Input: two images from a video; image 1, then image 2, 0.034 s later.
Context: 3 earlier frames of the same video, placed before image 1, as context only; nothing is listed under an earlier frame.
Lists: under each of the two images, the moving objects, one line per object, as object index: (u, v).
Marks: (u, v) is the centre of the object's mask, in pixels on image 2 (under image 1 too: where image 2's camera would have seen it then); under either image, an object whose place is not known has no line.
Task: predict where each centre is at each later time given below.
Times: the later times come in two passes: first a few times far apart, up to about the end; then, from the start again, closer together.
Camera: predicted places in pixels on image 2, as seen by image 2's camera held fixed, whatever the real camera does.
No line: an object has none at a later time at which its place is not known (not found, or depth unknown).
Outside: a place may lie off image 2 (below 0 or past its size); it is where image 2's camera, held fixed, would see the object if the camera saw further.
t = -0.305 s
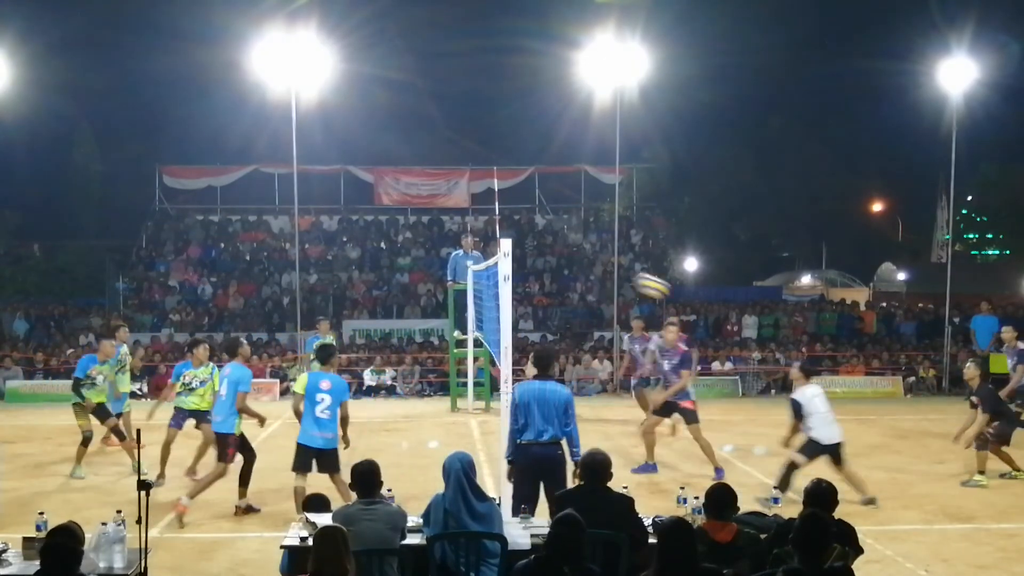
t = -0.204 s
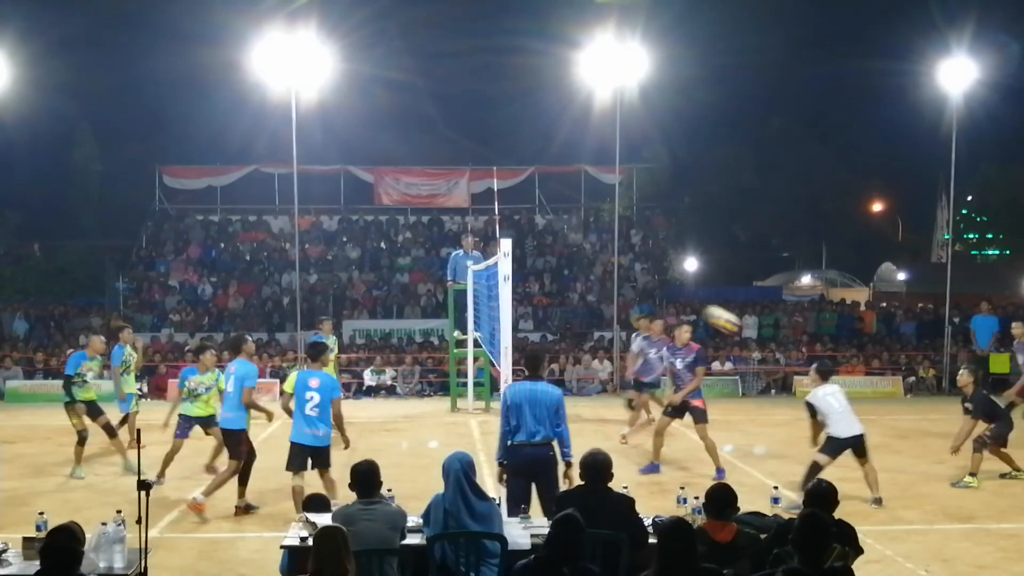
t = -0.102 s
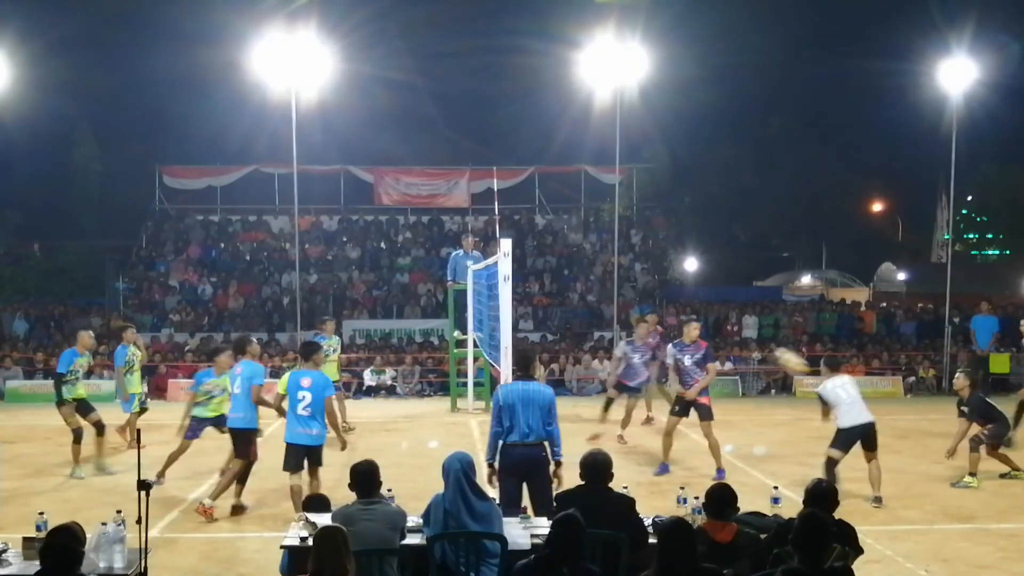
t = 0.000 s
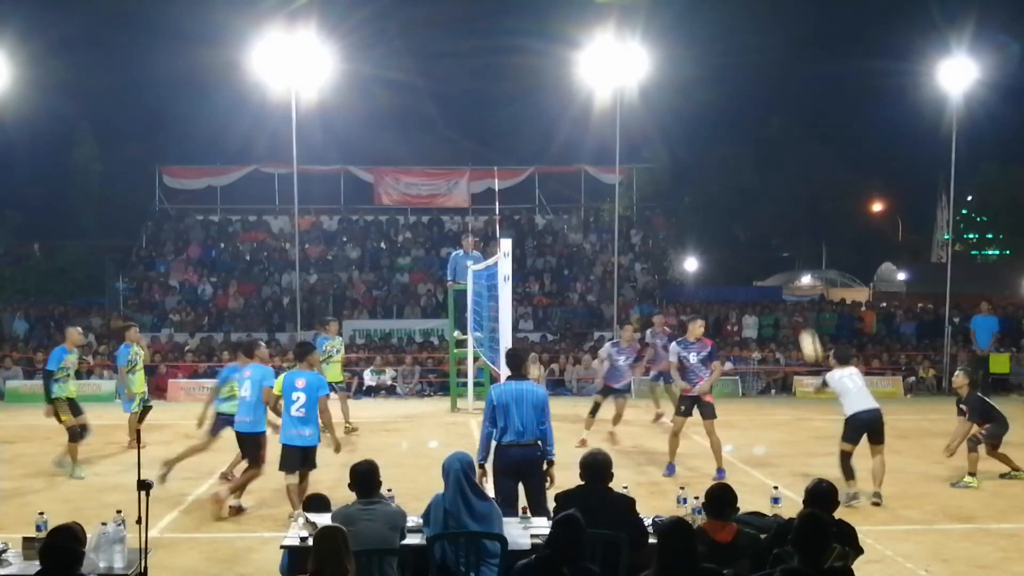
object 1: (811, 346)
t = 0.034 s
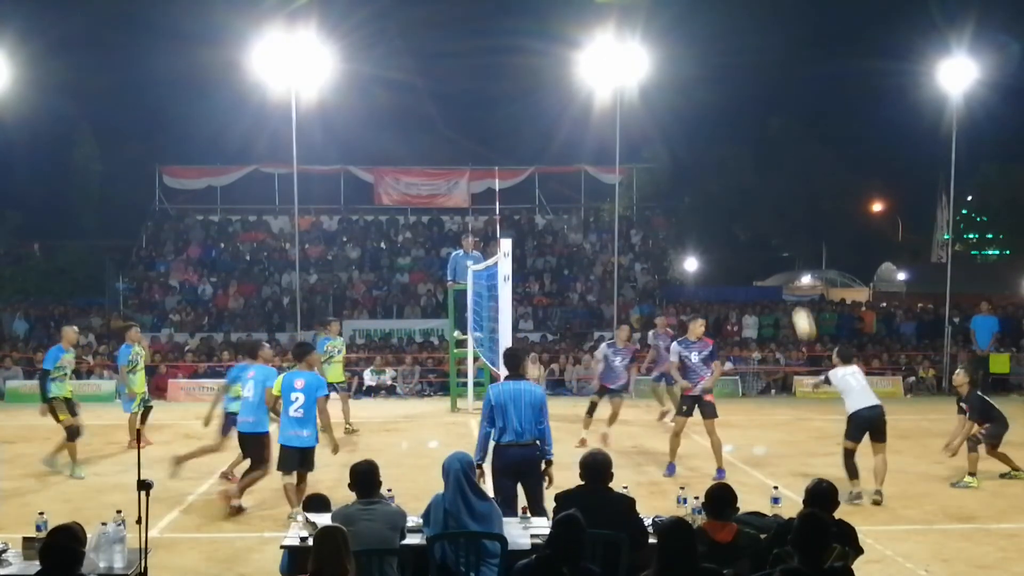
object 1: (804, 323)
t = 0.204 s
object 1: (771, 234)
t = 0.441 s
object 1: (730, 161)
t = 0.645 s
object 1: (698, 140)
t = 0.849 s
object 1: (669, 155)
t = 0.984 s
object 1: (650, 181)
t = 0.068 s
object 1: (797, 302)
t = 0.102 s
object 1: (790, 282)
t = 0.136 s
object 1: (784, 265)
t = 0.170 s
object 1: (778, 250)
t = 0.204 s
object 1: (771, 234)
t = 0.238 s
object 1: (765, 219)
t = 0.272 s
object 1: (759, 208)
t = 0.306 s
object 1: (753, 196)
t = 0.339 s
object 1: (747, 185)
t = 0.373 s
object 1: (741, 176)
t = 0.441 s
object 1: (730, 161)
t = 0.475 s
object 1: (724, 155)
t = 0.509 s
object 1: (719, 150)
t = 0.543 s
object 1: (714, 146)
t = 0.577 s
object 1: (708, 143)
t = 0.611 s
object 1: (703, 140)
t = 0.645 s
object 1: (698, 140)
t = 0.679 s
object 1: (693, 140)
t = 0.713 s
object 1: (688, 141)
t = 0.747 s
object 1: (683, 143)
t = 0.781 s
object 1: (679, 146)
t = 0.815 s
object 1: (674, 150)
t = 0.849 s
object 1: (669, 155)
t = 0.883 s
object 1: (665, 160)
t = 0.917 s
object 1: (659, 166)
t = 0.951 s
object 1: (655, 173)
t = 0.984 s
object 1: (650, 181)
